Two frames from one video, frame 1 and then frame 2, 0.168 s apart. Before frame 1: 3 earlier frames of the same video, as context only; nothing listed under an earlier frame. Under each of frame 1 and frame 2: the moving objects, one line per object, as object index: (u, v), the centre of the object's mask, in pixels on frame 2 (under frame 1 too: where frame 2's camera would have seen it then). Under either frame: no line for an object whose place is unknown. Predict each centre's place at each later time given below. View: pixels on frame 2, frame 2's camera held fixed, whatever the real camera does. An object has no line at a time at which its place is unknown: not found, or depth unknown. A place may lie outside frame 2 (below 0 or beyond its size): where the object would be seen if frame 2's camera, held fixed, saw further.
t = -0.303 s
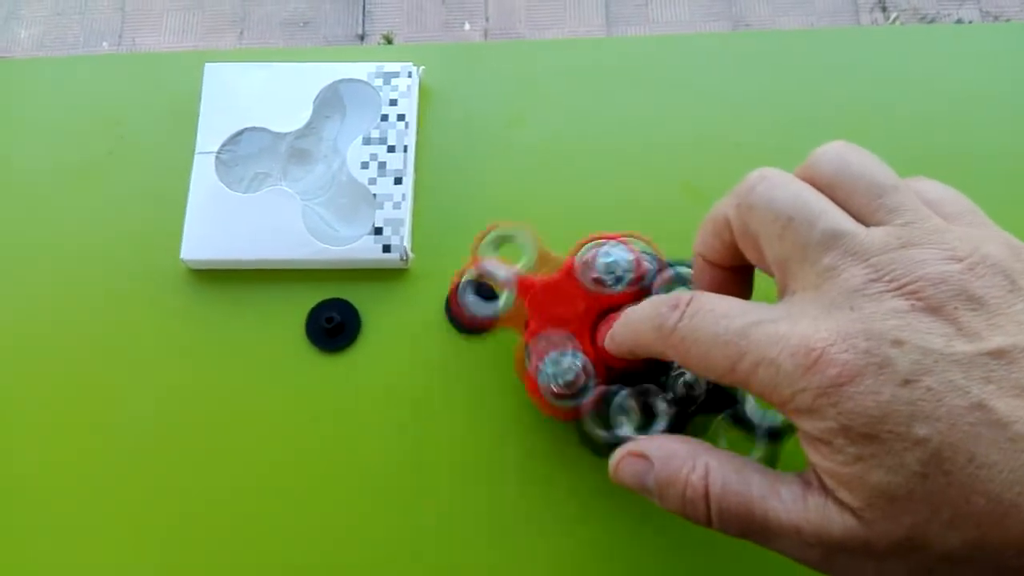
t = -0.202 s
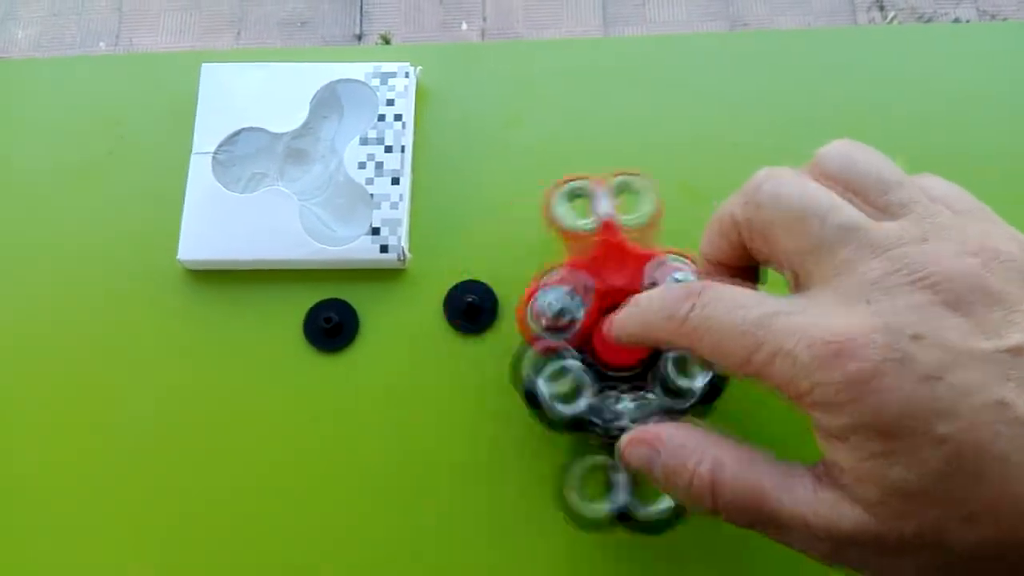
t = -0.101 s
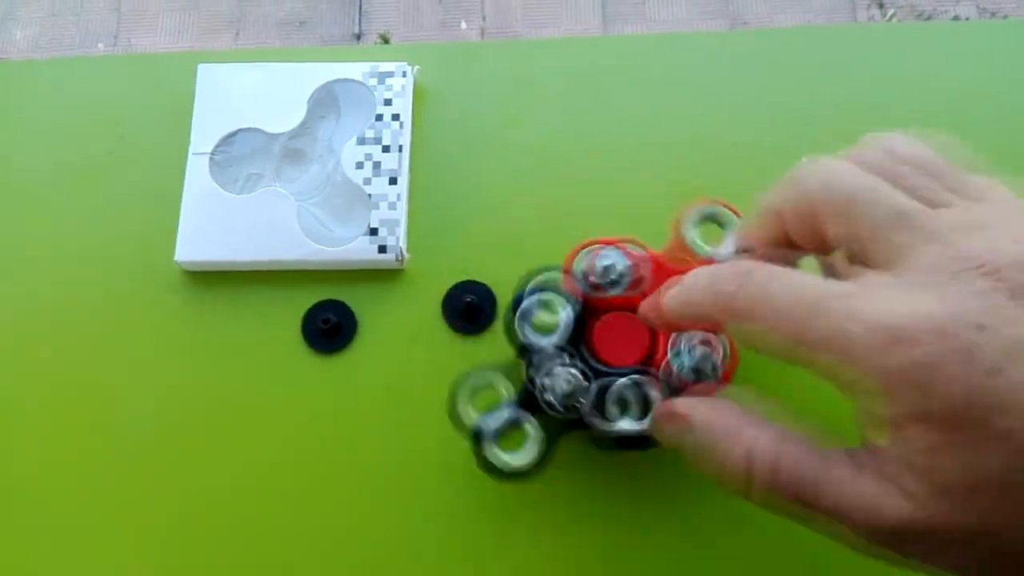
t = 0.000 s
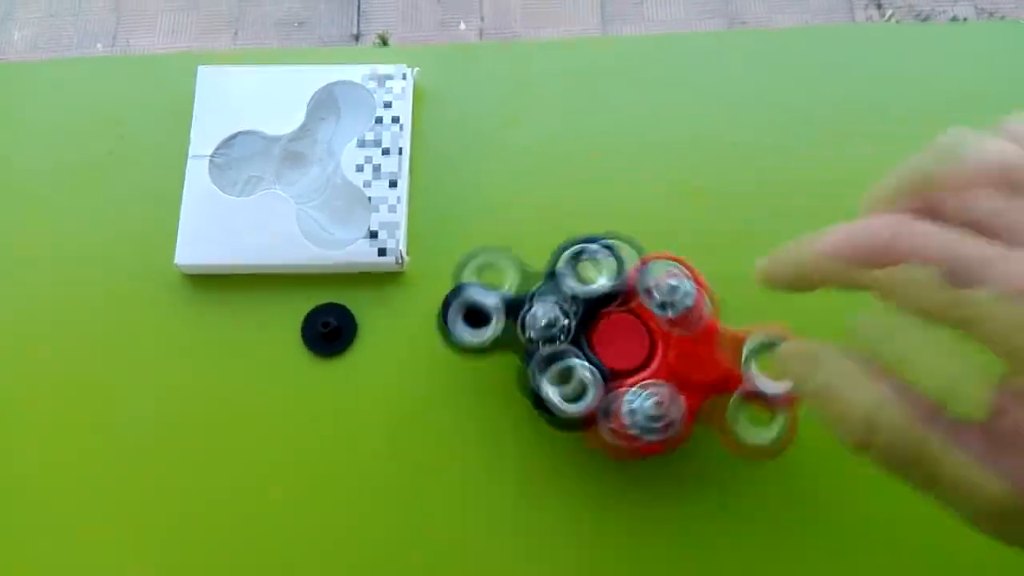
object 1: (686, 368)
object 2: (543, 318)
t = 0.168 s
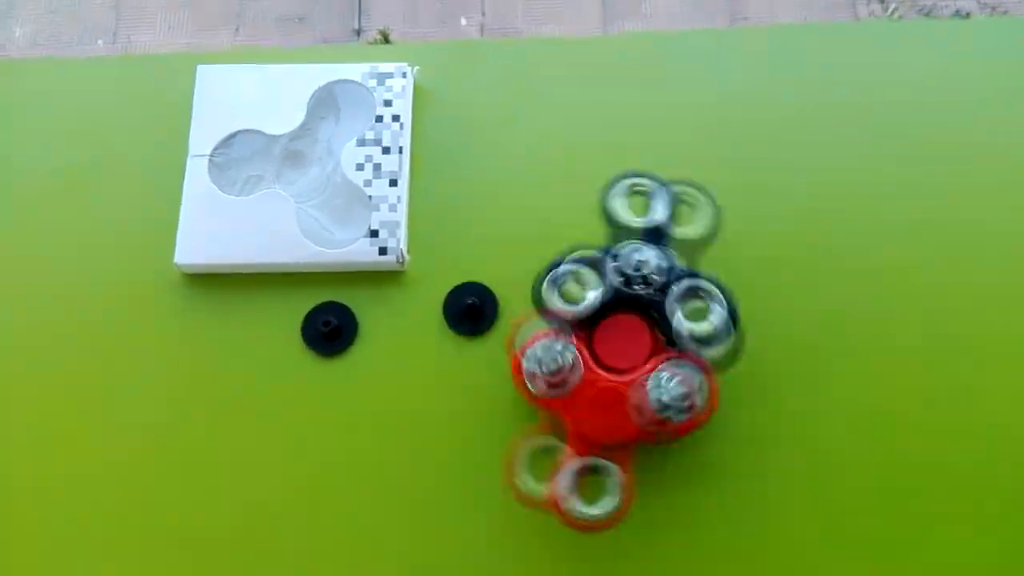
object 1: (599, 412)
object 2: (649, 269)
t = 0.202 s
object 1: (579, 399)
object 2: (673, 281)
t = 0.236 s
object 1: (564, 380)
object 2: (690, 299)
